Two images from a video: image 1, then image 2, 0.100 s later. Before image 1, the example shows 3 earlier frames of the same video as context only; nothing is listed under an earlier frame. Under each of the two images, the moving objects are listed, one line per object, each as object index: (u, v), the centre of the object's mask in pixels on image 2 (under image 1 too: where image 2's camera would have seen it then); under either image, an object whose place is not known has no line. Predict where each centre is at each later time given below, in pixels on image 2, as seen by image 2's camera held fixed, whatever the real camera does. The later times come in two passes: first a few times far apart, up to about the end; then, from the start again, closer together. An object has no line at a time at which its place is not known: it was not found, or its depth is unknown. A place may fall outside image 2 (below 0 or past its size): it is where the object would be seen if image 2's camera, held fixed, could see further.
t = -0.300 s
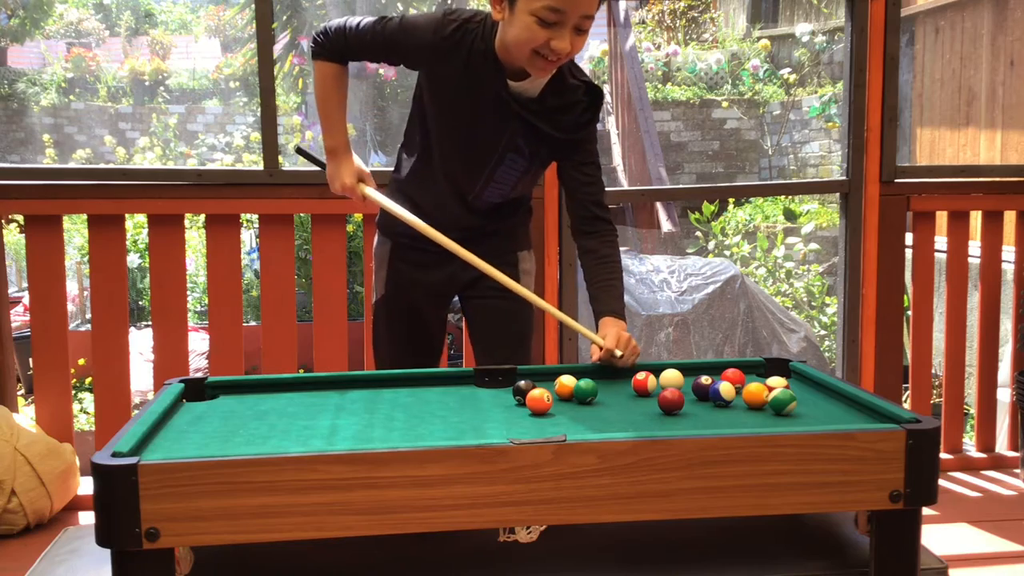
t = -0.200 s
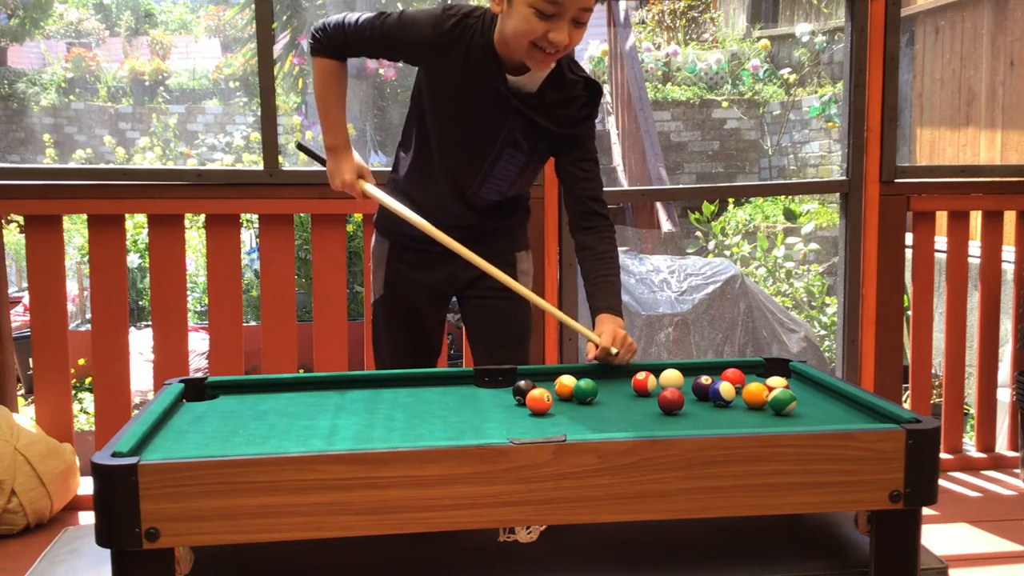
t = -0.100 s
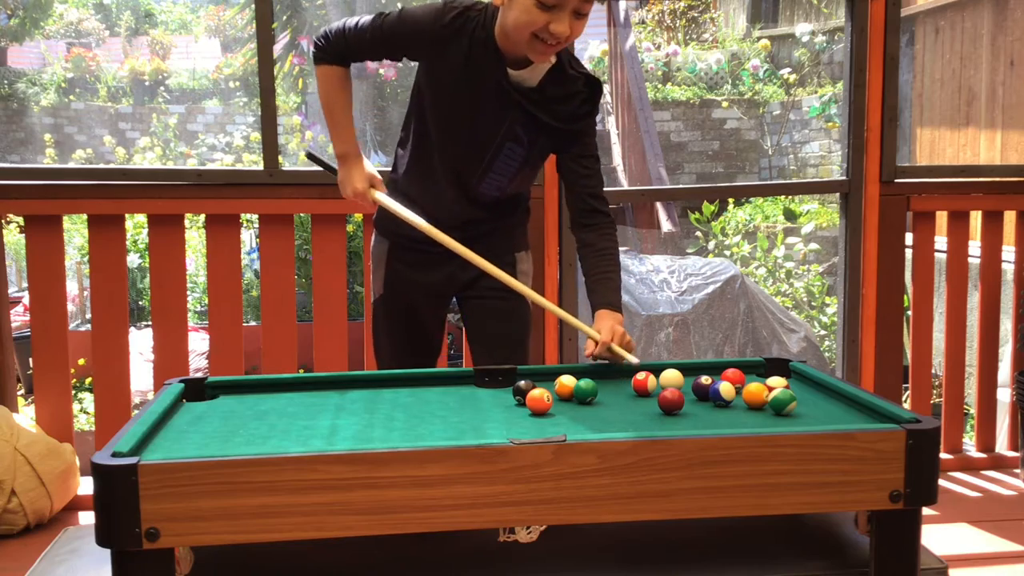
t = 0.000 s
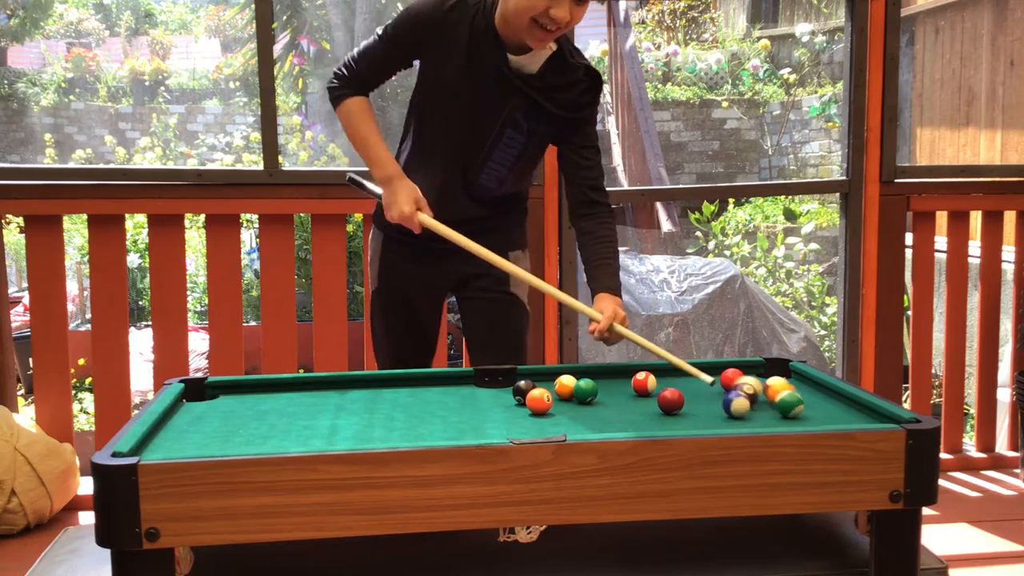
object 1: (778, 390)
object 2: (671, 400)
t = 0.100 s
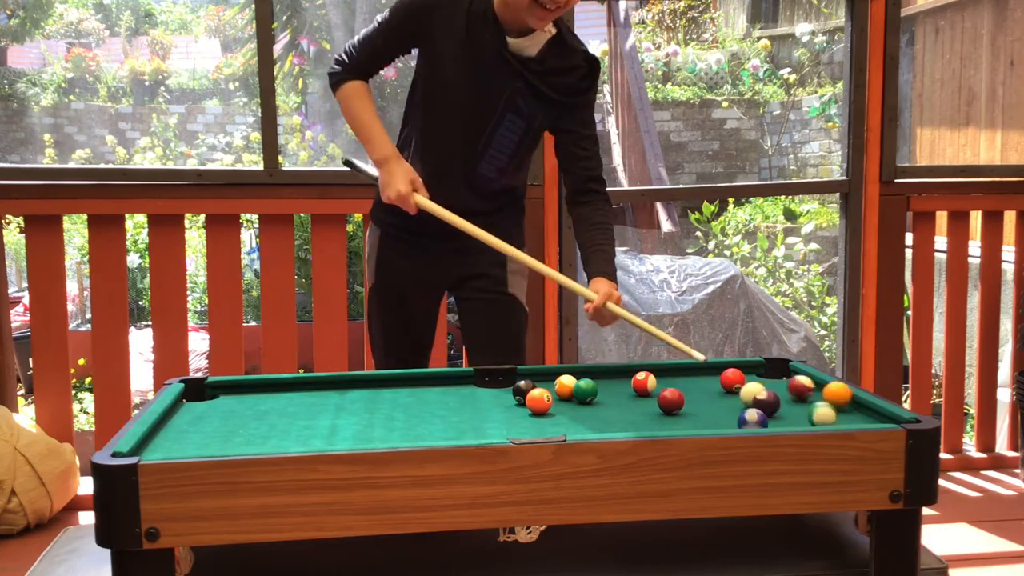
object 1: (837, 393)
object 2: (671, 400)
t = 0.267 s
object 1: (800, 397)
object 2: (671, 400)
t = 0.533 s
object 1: (782, 412)
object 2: (666, 400)
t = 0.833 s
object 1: (768, 418)
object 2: (637, 398)
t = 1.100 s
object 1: (756, 422)
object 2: (619, 397)
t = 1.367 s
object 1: (744, 421)
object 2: (607, 396)
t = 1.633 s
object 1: (740, 421)
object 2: (601, 396)
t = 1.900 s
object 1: (740, 420)
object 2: (599, 396)
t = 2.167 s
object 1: (740, 421)
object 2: (599, 396)
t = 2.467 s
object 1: (740, 421)
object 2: (599, 396)
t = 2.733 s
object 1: (740, 421)
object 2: (599, 396)
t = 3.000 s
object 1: (740, 421)
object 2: (599, 396)
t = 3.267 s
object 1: (740, 421)
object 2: (599, 396)
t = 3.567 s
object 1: (740, 421)
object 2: (599, 396)
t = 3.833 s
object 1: (740, 421)
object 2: (599, 396)
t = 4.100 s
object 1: (740, 421)
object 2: (599, 396)
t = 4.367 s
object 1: (740, 421)
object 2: (599, 396)
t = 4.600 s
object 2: (599, 396)
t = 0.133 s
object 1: (827, 394)
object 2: (671, 400)
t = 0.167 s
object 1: (819, 398)
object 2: (670, 400)
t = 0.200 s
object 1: (812, 399)
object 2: (671, 400)
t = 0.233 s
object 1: (808, 399)
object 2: (670, 400)
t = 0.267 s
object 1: (800, 397)
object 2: (671, 400)
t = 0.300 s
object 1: (791, 400)
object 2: (670, 400)
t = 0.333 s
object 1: (789, 403)
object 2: (671, 400)
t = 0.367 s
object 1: (789, 406)
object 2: (671, 400)
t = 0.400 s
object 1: (787, 408)
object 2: (671, 400)
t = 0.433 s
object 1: (786, 408)
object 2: (671, 400)
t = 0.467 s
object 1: (785, 410)
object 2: (671, 399)
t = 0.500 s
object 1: (783, 410)
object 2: (670, 400)
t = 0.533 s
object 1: (782, 412)
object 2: (666, 400)
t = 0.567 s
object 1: (781, 413)
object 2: (662, 399)
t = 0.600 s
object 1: (779, 413)
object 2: (659, 399)
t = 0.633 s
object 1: (778, 415)
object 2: (655, 399)
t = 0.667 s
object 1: (776, 415)
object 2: (652, 399)
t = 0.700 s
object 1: (775, 416)
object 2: (649, 399)
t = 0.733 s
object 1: (773, 416)
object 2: (646, 399)
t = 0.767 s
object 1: (772, 417)
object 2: (643, 398)
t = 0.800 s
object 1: (770, 418)
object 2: (640, 398)
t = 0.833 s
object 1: (768, 418)
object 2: (637, 398)
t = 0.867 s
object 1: (766, 419)
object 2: (635, 398)
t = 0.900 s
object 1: (765, 419)
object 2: (632, 398)
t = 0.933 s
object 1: (764, 420)
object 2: (630, 397)
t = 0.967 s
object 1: (763, 420)
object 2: (627, 397)
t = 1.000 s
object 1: (761, 421)
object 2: (625, 397)
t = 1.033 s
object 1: (760, 421)
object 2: (623, 397)
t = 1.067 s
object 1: (758, 421)
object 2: (621, 397)
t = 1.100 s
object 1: (756, 422)
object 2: (619, 397)
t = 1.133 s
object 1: (755, 422)
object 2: (617, 397)
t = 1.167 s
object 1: (753, 421)
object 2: (615, 397)
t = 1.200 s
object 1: (751, 421)
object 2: (614, 397)
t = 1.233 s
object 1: (749, 421)
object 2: (612, 396)
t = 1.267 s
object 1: (748, 421)
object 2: (611, 396)
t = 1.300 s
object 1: (747, 421)
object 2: (610, 396)
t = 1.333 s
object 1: (746, 421)
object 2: (608, 396)
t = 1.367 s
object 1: (744, 421)
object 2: (607, 396)
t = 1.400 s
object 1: (744, 421)
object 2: (606, 396)
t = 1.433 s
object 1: (743, 421)
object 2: (605, 396)
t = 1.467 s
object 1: (742, 421)
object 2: (604, 396)
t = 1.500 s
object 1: (742, 421)
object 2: (603, 396)
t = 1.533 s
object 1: (741, 421)
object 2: (602, 396)
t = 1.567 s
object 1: (741, 421)
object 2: (602, 396)
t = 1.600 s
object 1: (740, 421)
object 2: (601, 396)
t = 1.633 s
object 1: (740, 421)
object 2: (601, 396)
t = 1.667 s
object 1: (740, 421)
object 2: (600, 396)
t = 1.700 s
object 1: (740, 421)
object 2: (600, 396)
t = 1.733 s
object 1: (740, 421)
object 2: (599, 396)
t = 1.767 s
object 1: (740, 421)
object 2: (599, 396)
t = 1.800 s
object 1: (740, 420)
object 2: (599, 396)
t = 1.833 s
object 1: (740, 421)
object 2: (599, 396)
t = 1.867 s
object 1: (740, 421)
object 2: (599, 396)
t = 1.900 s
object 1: (740, 420)
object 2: (599, 396)
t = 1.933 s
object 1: (740, 420)
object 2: (599, 396)
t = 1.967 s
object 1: (740, 420)
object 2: (599, 396)
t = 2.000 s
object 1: (740, 421)
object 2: (599, 396)
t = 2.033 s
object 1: (740, 421)
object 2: (599, 396)
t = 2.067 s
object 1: (740, 420)
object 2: (599, 396)
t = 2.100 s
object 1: (740, 421)
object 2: (599, 396)
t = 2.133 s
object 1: (740, 420)
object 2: (599, 396)
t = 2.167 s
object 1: (740, 421)
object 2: (599, 396)
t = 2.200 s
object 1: (740, 421)
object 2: (599, 396)
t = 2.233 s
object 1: (740, 421)
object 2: (599, 396)
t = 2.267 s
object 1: (740, 420)
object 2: (599, 396)
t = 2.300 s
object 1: (740, 421)
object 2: (599, 396)
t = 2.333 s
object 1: (740, 421)
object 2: (599, 396)
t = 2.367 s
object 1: (740, 421)
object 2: (599, 396)
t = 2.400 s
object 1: (740, 421)
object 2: (599, 396)
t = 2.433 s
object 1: (740, 420)
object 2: (599, 396)
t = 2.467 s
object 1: (740, 421)
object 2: (599, 396)
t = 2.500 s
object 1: (740, 421)
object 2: (599, 396)
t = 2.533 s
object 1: (740, 420)
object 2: (599, 396)
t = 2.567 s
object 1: (740, 421)
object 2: (599, 396)
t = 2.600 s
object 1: (740, 421)
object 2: (599, 396)
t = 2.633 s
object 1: (740, 420)
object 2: (599, 396)
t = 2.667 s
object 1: (740, 421)
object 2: (599, 396)
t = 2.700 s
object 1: (740, 421)
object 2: (599, 396)
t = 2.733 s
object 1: (740, 421)
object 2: (599, 396)
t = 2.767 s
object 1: (740, 420)
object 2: (599, 396)
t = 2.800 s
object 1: (740, 421)
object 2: (599, 396)
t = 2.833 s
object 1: (740, 421)
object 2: (599, 396)
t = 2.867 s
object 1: (740, 421)
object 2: (599, 396)
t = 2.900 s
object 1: (740, 421)
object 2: (599, 396)
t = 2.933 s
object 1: (740, 421)
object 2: (599, 396)
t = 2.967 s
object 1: (740, 421)
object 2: (599, 396)
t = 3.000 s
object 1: (740, 421)
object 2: (599, 396)
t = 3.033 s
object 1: (740, 421)
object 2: (599, 396)
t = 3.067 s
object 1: (740, 421)
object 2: (599, 396)
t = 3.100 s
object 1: (740, 421)
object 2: (599, 396)
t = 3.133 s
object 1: (740, 421)
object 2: (599, 396)
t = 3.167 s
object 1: (740, 421)
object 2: (599, 396)
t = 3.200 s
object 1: (740, 421)
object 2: (599, 396)
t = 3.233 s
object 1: (740, 421)
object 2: (599, 396)
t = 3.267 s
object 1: (740, 421)
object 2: (599, 396)
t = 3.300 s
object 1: (740, 421)
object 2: (599, 396)
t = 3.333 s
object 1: (740, 421)
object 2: (599, 396)
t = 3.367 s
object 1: (740, 421)
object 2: (599, 396)
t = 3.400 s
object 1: (740, 421)
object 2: (599, 396)
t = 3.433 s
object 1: (740, 421)
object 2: (599, 396)
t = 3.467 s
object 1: (740, 421)
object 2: (599, 396)
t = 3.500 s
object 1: (740, 421)
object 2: (599, 396)
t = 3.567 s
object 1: (740, 421)
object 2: (599, 396)
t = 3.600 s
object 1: (740, 421)
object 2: (599, 396)
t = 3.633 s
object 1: (740, 421)
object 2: (599, 396)
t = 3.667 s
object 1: (740, 421)
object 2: (599, 396)
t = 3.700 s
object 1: (740, 421)
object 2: (599, 396)
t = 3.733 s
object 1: (740, 421)
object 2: (599, 396)
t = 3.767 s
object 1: (740, 421)
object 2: (599, 396)
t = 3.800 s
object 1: (740, 421)
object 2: (599, 396)
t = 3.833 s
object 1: (740, 421)
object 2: (599, 396)
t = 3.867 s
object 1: (740, 421)
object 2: (599, 396)
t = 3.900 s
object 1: (740, 421)
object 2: (599, 396)
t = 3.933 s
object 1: (740, 421)
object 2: (599, 396)
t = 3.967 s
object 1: (740, 421)
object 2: (599, 396)
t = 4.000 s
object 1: (740, 421)
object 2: (599, 396)
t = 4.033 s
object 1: (740, 421)
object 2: (599, 396)
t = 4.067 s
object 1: (740, 421)
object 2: (599, 396)
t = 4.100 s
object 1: (740, 421)
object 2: (599, 396)
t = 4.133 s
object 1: (740, 421)
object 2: (599, 396)
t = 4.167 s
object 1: (740, 421)
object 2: (599, 396)
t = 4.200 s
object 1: (740, 420)
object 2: (599, 396)
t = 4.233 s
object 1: (740, 421)
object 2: (599, 396)
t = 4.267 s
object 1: (740, 421)
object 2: (599, 396)
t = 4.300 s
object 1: (740, 421)
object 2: (599, 396)
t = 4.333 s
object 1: (740, 421)
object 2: (599, 396)
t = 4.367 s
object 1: (740, 421)
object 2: (599, 396)
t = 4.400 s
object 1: (740, 421)
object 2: (599, 396)
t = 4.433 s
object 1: (740, 421)
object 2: (599, 396)
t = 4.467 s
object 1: (739, 420)
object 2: (599, 396)
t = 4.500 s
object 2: (599, 396)
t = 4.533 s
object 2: (599, 396)
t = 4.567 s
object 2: (599, 396)
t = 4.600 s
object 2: (599, 396)
